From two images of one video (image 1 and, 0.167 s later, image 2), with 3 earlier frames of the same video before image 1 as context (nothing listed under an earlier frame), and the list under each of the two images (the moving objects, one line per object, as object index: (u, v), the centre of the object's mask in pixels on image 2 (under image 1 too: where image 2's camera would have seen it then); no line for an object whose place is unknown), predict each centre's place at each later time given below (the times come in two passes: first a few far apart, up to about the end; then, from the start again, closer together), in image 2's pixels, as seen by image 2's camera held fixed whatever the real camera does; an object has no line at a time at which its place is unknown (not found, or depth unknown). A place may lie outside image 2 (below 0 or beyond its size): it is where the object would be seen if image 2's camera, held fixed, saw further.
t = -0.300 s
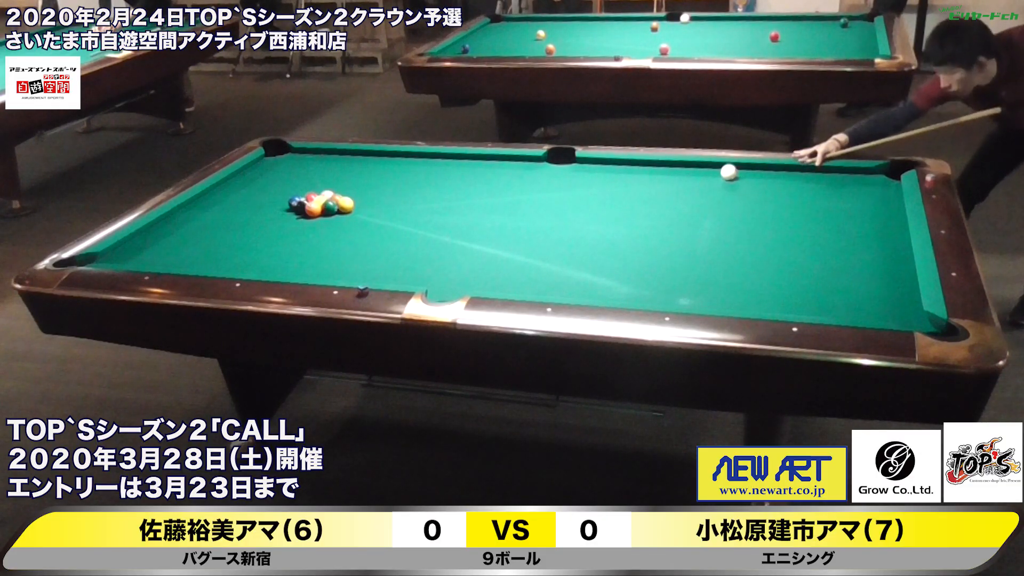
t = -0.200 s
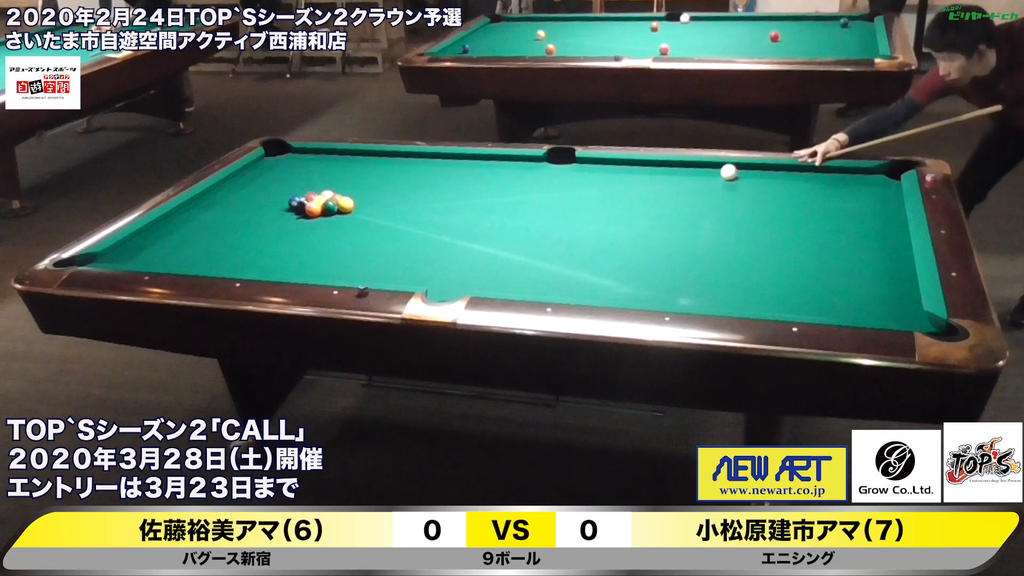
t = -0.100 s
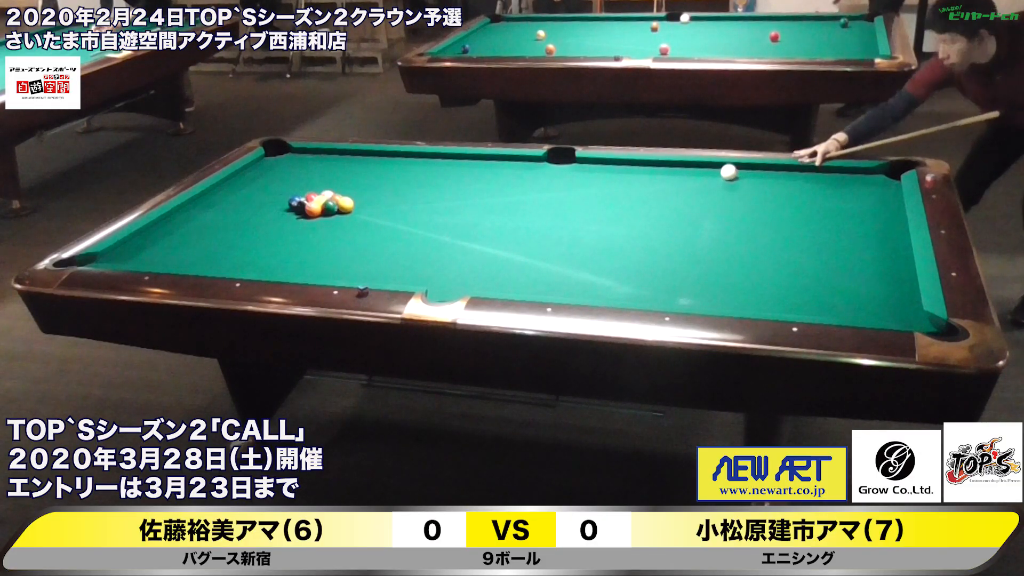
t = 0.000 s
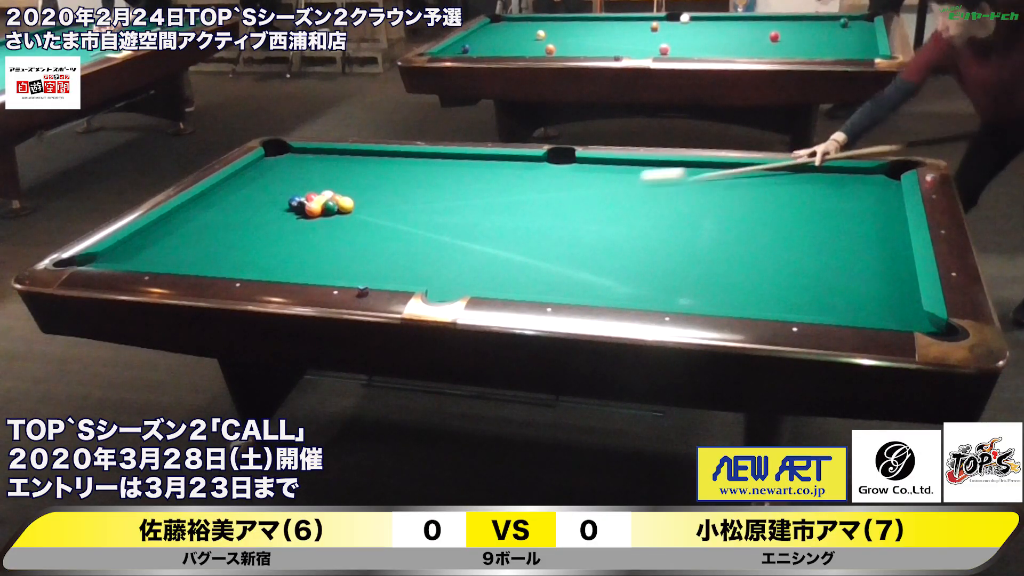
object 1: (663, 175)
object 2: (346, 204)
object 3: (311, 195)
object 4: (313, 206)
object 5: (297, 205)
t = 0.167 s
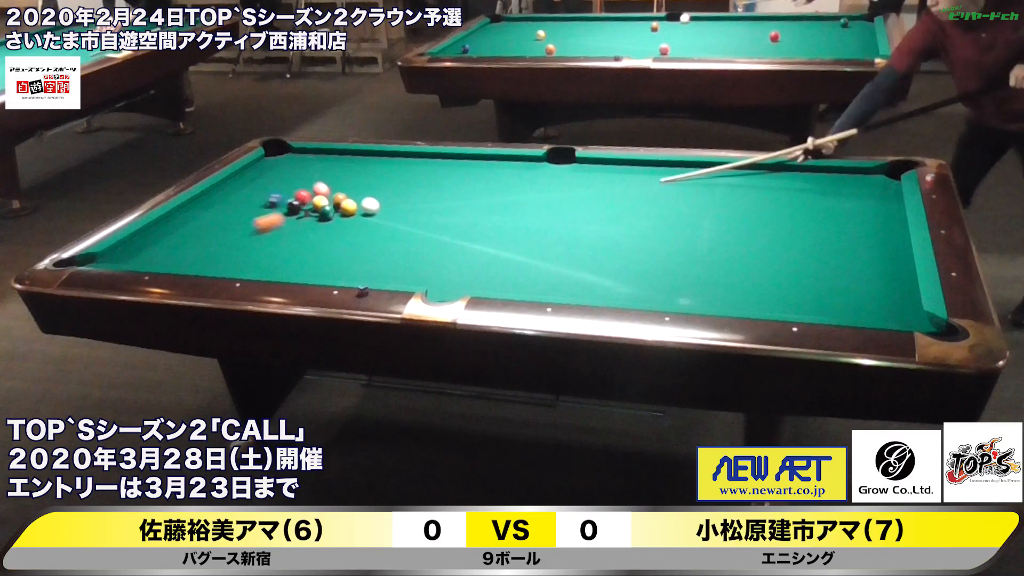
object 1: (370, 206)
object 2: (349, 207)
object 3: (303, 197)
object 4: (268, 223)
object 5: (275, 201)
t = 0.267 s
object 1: (395, 215)
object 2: (357, 213)
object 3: (280, 189)
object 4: (136, 260)
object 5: (219, 192)
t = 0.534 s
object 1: (444, 236)
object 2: (378, 228)
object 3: (241, 174)
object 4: (215, 201)
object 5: (297, 188)
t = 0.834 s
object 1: (498, 259)
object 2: (404, 245)
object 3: (292, 166)
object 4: (315, 165)
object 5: (369, 187)
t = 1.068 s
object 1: (545, 279)
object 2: (424, 260)
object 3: (329, 159)
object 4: (362, 161)
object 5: (393, 187)
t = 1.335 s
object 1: (603, 293)
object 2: (450, 277)
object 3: (368, 154)
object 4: (398, 181)
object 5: (421, 187)
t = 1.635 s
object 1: (664, 289)
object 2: (461, 286)
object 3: (390, 159)
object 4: (443, 205)
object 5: (449, 186)
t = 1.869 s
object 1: (709, 285)
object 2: (446, 279)
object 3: (408, 163)
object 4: (483, 226)
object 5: (471, 186)
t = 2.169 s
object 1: (765, 278)
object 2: (428, 270)
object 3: (431, 169)
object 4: (541, 257)
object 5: (497, 185)
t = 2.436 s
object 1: (812, 273)
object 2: (415, 263)
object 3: (451, 174)
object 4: (601, 288)
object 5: (519, 184)
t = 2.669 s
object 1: (850, 269)
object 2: (404, 258)
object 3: (468, 178)
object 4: (653, 294)
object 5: (537, 184)
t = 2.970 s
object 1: (897, 264)
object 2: (392, 251)
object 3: (489, 183)
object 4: (710, 285)
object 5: (558, 184)
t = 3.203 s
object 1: (889, 258)
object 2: (384, 247)
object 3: (506, 188)
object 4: (752, 277)
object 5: (574, 183)
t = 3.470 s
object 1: (869, 252)
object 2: (375, 243)
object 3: (524, 192)
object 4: (796, 269)
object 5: (590, 183)
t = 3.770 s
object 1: (849, 244)
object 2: (366, 239)
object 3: (543, 197)
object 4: (842, 260)
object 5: (606, 183)
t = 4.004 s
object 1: (835, 240)
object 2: (360, 236)
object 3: (558, 201)
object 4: (876, 254)
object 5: (617, 183)
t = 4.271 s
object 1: (821, 236)
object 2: (355, 233)
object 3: (574, 205)
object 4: (898, 247)
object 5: (628, 183)
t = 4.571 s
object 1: (807, 231)
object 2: (350, 230)
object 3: (591, 210)
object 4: (878, 240)
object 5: (639, 183)
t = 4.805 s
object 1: (798, 228)
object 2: (346, 229)
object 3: (603, 213)
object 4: (864, 236)
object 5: (646, 182)
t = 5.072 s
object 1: (789, 225)
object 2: (343, 227)
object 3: (616, 217)
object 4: (850, 231)
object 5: (653, 182)
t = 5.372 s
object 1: (780, 222)
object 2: (340, 226)
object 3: (629, 220)
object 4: (836, 226)
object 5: (658, 183)
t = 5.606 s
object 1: (775, 220)
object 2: (339, 225)
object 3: (638, 223)
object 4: (827, 227)
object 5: (661, 183)
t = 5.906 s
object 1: (770, 218)
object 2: (338, 225)
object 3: (648, 226)
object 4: (818, 227)
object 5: (663, 182)
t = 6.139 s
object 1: (767, 217)
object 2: (338, 225)
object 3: (655, 228)
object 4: (812, 227)
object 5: (663, 182)
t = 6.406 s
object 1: (764, 216)
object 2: (338, 225)
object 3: (661, 230)
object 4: (807, 227)
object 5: (663, 182)
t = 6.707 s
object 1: (763, 216)
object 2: (338, 225)
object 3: (667, 232)
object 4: (804, 227)
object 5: (664, 182)
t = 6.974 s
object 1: (763, 216)
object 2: (338, 225)
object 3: (670, 233)
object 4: (803, 226)
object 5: (664, 182)
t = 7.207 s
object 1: (763, 216)
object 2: (337, 225)
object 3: (673, 233)
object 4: (803, 226)
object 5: (664, 182)
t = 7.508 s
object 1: (763, 216)
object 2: (337, 225)
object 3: (674, 233)
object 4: (803, 226)
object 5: (664, 182)
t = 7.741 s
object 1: (763, 216)
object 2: (337, 225)
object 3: (674, 233)
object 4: (803, 226)
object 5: (664, 182)
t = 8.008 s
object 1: (763, 216)
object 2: (337, 225)
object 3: (674, 233)
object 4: (803, 226)
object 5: (664, 182)
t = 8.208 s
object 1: (763, 216)
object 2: (337, 225)
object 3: (674, 233)
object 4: (803, 226)
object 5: (664, 182)
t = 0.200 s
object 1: (379, 210)
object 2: (352, 209)
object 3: (295, 195)
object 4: (225, 236)
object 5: (255, 198)
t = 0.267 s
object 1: (395, 215)
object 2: (357, 213)
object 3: (280, 189)
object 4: (136, 260)
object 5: (219, 192)
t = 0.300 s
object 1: (402, 218)
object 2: (360, 214)
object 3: (273, 187)
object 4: (135, 255)
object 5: (212, 191)
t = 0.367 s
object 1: (415, 223)
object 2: (365, 218)
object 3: (262, 183)
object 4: (146, 235)
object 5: (241, 191)
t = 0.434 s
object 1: (427, 228)
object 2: (370, 222)
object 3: (250, 179)
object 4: (170, 219)
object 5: (263, 190)
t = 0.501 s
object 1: (438, 233)
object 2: (376, 226)
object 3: (240, 175)
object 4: (201, 208)
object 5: (285, 190)
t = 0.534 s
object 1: (444, 236)
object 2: (378, 228)
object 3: (241, 174)
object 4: (215, 201)
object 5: (297, 188)
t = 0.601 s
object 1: (455, 241)
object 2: (384, 232)
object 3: (254, 172)
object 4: (240, 193)
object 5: (320, 187)
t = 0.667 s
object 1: (467, 246)
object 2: (389, 235)
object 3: (265, 169)
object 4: (262, 184)
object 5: (342, 187)
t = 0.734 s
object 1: (479, 251)
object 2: (395, 240)
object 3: (276, 167)
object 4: (284, 176)
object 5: (362, 187)
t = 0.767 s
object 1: (485, 254)
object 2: (398, 242)
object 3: (281, 167)
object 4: (295, 172)
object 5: (363, 187)
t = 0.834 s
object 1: (498, 259)
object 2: (404, 245)
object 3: (292, 166)
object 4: (315, 165)
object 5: (369, 187)
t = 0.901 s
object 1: (511, 265)
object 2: (410, 249)
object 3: (303, 164)
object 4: (335, 158)
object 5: (376, 187)
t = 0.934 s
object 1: (518, 268)
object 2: (412, 252)
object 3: (308, 163)
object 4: (344, 155)
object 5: (380, 188)
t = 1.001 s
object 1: (531, 273)
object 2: (418, 256)
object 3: (318, 161)
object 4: (355, 156)
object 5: (387, 187)
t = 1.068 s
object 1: (545, 279)
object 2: (424, 260)
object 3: (329, 159)
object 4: (362, 161)
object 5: (393, 187)
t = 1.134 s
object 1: (559, 285)
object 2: (431, 264)
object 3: (339, 157)
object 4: (371, 167)
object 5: (400, 187)
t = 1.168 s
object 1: (566, 287)
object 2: (434, 266)
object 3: (344, 157)
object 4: (375, 169)
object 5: (404, 186)
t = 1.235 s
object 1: (581, 291)
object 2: (440, 271)
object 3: (353, 156)
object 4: (384, 174)
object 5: (410, 187)
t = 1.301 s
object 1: (596, 293)
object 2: (446, 275)
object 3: (363, 154)
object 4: (393, 178)
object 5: (417, 187)
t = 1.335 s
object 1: (603, 293)
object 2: (450, 277)
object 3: (368, 154)
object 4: (398, 181)
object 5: (421, 187)
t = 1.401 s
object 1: (617, 293)
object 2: (456, 282)
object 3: (373, 155)
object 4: (408, 186)
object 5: (427, 187)
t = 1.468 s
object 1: (631, 292)
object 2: (462, 286)
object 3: (378, 156)
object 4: (418, 191)
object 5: (434, 187)
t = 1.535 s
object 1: (644, 291)
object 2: (467, 287)
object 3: (383, 157)
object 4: (427, 196)
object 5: (440, 185)
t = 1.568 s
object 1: (651, 291)
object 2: (465, 286)
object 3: (385, 158)
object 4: (432, 199)
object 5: (443, 185)
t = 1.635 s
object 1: (664, 289)
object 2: (461, 286)
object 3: (390, 159)
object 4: (443, 205)
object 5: (449, 186)
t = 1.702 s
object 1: (677, 288)
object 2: (456, 284)
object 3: (395, 160)
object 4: (454, 210)
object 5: (455, 186)
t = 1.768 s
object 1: (690, 286)
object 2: (452, 282)
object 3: (401, 162)
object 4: (465, 216)
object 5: (462, 186)
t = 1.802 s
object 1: (696, 286)
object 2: (450, 281)
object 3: (403, 162)
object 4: (471, 220)
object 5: (465, 186)
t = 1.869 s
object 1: (709, 285)
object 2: (446, 279)
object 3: (408, 163)
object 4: (483, 226)
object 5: (471, 186)
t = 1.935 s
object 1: (722, 283)
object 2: (442, 276)
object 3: (413, 165)
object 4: (495, 232)
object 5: (477, 185)
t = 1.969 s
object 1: (728, 282)
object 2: (440, 276)
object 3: (416, 165)
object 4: (502, 235)
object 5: (480, 185)
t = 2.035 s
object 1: (741, 281)
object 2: (436, 274)
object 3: (421, 166)
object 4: (514, 242)
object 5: (486, 185)
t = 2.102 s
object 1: (753, 280)
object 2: (432, 272)
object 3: (426, 168)
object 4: (528, 249)
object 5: (491, 185)
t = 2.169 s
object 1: (765, 278)
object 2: (428, 270)
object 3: (431, 169)
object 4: (541, 257)
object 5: (497, 185)
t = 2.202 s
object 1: (771, 278)
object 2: (426, 269)
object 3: (433, 170)
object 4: (548, 260)
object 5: (500, 185)
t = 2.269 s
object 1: (783, 277)
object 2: (423, 267)
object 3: (438, 171)
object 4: (563, 268)
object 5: (506, 184)
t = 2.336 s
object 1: (794, 275)
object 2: (420, 265)
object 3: (443, 172)
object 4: (578, 275)
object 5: (511, 184)
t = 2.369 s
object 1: (800, 275)
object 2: (418, 264)
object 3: (446, 173)
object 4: (585, 280)
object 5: (514, 185)
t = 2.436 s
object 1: (812, 273)
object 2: (415, 263)
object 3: (451, 174)
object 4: (601, 288)
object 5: (519, 184)
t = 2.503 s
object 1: (823, 272)
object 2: (412, 261)
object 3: (455, 175)
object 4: (617, 294)
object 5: (524, 184)
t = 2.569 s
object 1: (834, 271)
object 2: (409, 260)
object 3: (460, 176)
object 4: (633, 296)
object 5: (530, 184)
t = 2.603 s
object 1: (839, 270)
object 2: (407, 259)
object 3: (463, 177)
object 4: (639, 295)
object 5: (532, 184)
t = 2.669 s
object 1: (850, 269)
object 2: (404, 258)
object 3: (468, 178)
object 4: (653, 294)
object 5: (537, 184)
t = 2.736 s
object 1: (861, 268)
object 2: (401, 256)
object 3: (472, 180)
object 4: (665, 293)
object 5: (542, 184)
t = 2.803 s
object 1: (871, 267)
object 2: (399, 254)
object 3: (477, 181)
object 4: (679, 290)
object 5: (546, 184)
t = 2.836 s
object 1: (876, 266)
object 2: (397, 254)
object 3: (480, 181)
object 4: (685, 289)
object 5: (549, 184)
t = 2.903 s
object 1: (887, 265)
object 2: (395, 253)
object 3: (484, 182)
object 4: (697, 287)
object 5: (554, 183)
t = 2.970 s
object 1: (897, 264)
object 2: (392, 251)
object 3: (489, 183)
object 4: (710, 285)
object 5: (558, 184)
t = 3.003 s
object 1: (902, 264)
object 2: (391, 251)
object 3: (491, 184)
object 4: (716, 284)
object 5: (560, 184)
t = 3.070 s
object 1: (901, 262)
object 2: (388, 249)
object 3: (496, 185)
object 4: (728, 281)
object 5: (565, 183)
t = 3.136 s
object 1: (895, 260)
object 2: (386, 248)
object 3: (501, 186)
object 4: (740, 279)
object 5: (569, 183)
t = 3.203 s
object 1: (889, 258)
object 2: (384, 247)
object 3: (506, 188)
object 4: (752, 277)
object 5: (574, 183)
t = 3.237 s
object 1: (887, 257)
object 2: (383, 246)
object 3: (508, 188)
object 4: (757, 275)
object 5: (576, 183)
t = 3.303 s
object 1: (882, 256)
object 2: (381, 245)
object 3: (512, 189)
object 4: (769, 273)
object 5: (580, 183)
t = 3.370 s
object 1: (877, 254)
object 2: (379, 244)
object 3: (517, 190)
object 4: (779, 272)
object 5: (584, 183)
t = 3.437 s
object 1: (872, 252)
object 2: (376, 243)
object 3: (521, 192)
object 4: (790, 269)
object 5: (588, 183)
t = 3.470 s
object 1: (869, 252)
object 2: (375, 243)
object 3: (524, 192)
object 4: (796, 269)
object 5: (590, 183)
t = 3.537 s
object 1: (865, 250)
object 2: (373, 242)
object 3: (528, 193)
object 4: (806, 267)
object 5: (593, 183)
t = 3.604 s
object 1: (860, 249)
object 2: (371, 241)
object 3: (533, 195)
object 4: (817, 265)
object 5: (597, 183)
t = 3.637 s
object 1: (858, 248)
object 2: (370, 240)
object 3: (535, 195)
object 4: (822, 264)
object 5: (599, 183)
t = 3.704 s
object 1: (853, 246)
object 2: (368, 239)
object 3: (539, 196)
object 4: (832, 262)
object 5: (603, 183)
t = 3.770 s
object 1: (849, 244)
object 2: (366, 239)
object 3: (543, 197)
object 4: (842, 260)
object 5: (606, 183)
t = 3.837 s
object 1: (844, 242)
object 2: (365, 238)
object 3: (548, 198)
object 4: (852, 258)
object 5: (610, 183)
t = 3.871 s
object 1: (842, 243)
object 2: (364, 237)
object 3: (550, 199)
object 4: (857, 257)
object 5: (611, 183)
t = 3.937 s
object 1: (839, 241)
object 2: (362, 236)
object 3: (554, 200)
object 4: (866, 255)
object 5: (614, 183)
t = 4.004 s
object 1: (835, 240)
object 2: (360, 236)
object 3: (558, 201)
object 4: (876, 254)
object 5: (617, 183)
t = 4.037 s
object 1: (834, 240)
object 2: (360, 235)
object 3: (560, 201)
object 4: (881, 253)
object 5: (619, 183)
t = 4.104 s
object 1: (830, 239)
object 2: (358, 234)
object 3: (564, 202)
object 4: (890, 251)
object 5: (621, 183)
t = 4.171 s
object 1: (826, 237)
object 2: (357, 234)
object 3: (568, 204)
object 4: (899, 249)
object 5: (624, 182)
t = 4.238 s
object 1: (823, 236)
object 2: (355, 233)
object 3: (572, 205)
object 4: (900, 248)
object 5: (627, 182)
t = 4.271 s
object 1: (821, 236)
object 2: (355, 233)
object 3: (574, 205)
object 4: (898, 247)
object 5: (628, 183)
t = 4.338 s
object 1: (818, 234)
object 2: (354, 232)
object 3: (578, 206)
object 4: (893, 245)
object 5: (631, 183)
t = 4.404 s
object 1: (815, 233)
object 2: (352, 232)
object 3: (582, 207)
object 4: (889, 244)
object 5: (633, 183)
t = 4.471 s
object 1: (812, 232)
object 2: (351, 231)
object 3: (585, 208)
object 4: (884, 242)
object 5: (636, 183)
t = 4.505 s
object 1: (810, 232)
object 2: (351, 231)
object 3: (587, 209)
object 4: (882, 242)
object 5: (637, 183)
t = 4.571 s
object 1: (807, 231)
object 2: (350, 230)
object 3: (591, 210)
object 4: (878, 240)
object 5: (639, 183)
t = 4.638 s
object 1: (804, 230)
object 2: (349, 230)
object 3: (594, 211)
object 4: (874, 239)
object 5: (642, 183)
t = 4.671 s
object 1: (803, 229)
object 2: (348, 229)
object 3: (596, 211)
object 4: (872, 238)
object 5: (642, 183)
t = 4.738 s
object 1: (800, 229)
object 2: (347, 229)
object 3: (600, 212)
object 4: (868, 237)
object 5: (644, 183)
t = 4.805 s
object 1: (798, 228)
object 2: (346, 229)
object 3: (603, 213)
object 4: (864, 236)
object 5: (646, 182)
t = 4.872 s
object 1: (796, 227)
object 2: (345, 228)
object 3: (606, 214)
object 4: (860, 235)
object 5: (648, 182)
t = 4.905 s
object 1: (794, 226)
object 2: (345, 228)
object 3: (608, 214)
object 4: (859, 234)
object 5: (649, 182)
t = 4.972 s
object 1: (792, 226)
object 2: (344, 228)
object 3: (611, 216)
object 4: (855, 233)
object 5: (651, 182)
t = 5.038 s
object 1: (790, 225)
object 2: (343, 227)
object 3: (614, 216)
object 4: (851, 232)
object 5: (652, 182)
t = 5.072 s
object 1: (789, 225)
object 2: (343, 227)
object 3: (616, 217)
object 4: (850, 231)
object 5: (653, 182)
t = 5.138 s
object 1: (787, 224)
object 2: (342, 227)
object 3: (619, 218)
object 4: (847, 230)
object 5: (654, 182)
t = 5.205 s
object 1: (785, 223)
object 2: (342, 227)
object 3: (622, 218)
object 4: (843, 229)
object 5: (655, 183)
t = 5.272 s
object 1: (783, 223)
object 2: (341, 226)
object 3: (625, 219)
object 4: (841, 228)
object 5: (657, 183)
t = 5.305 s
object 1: (782, 222)
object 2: (341, 226)
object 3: (626, 220)
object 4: (839, 227)
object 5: (657, 183)
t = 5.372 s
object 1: (780, 222)
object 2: (340, 226)
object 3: (629, 220)
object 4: (836, 226)
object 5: (658, 183)
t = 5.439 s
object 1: (779, 221)
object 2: (340, 226)
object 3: (632, 221)
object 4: (834, 226)
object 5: (659, 183)
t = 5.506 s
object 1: (777, 221)
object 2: (340, 226)
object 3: (634, 222)
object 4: (831, 226)
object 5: (660, 183)
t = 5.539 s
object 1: (776, 220)
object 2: (339, 226)
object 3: (636, 222)
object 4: (830, 226)
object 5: (660, 183)
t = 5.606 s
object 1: (775, 220)
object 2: (339, 225)
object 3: (638, 223)
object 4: (827, 227)
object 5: (661, 183)
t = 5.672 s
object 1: (774, 219)
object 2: (339, 225)
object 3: (640, 224)
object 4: (825, 227)
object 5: (661, 183)
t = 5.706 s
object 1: (773, 219)
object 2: (339, 225)
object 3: (642, 224)
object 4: (824, 227)
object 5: (662, 183)
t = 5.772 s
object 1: (772, 219)
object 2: (338, 225)
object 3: (644, 225)
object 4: (821, 227)
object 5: (662, 182)
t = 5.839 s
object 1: (771, 218)
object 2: (338, 225)
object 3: (646, 225)
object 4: (819, 226)
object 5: (662, 182)
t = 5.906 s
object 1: (770, 218)
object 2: (338, 225)
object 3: (648, 226)
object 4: (818, 227)
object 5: (663, 182)
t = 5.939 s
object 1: (769, 218)
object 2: (338, 225)
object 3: (649, 226)
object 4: (817, 227)
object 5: (663, 182)
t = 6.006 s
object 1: (768, 217)
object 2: (338, 225)
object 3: (651, 227)
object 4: (815, 227)
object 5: (663, 182)
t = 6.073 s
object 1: (768, 217)
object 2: (338, 225)
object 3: (653, 227)
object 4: (814, 226)
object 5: (663, 182)
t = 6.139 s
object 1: (767, 217)
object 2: (338, 225)
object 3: (655, 228)
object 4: (812, 227)
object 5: (663, 182)
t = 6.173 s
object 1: (766, 217)
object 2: (338, 225)
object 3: (656, 228)
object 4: (812, 226)
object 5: (663, 182)
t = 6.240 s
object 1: (766, 217)
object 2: (338, 225)
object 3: (657, 229)
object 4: (810, 226)
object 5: (663, 182)
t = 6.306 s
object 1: (765, 216)
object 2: (338, 225)
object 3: (659, 229)
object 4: (809, 227)
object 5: (663, 182)
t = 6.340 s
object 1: (765, 216)
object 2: (338, 225)
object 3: (660, 229)
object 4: (809, 227)
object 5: (663, 182)
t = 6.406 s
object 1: (764, 216)
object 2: (338, 225)
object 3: (661, 230)
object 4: (807, 227)
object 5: (663, 182)
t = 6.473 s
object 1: (764, 216)
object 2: (338, 225)
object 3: (663, 230)
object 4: (806, 227)
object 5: (663, 182)
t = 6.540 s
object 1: (763, 216)
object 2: (338, 225)
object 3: (664, 231)
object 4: (806, 227)
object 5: (664, 182)
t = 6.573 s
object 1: (763, 216)
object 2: (338, 225)
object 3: (664, 231)
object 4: (805, 227)
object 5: (664, 182)
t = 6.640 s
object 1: (763, 216)
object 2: (338, 225)
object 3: (666, 231)
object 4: (804, 227)
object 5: (664, 182)
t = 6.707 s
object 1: (763, 216)
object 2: (338, 225)
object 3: (667, 232)
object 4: (804, 227)
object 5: (664, 182)
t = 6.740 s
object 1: (763, 216)
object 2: (338, 225)
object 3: (667, 232)
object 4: (804, 227)
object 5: (664, 182)
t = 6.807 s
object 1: (763, 216)
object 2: (338, 225)
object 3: (668, 232)
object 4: (803, 227)
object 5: (664, 182)
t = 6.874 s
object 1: (763, 216)
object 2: (338, 225)
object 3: (669, 232)
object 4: (803, 226)
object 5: (664, 182)
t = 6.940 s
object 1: (763, 216)
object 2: (338, 225)
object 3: (670, 232)
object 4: (803, 226)
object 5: (664, 182)
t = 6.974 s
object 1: (763, 216)
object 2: (338, 225)
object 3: (670, 233)
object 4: (803, 226)
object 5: (664, 182)
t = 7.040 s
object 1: (763, 216)
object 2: (338, 225)
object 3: (671, 233)
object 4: (803, 226)
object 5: (664, 182)
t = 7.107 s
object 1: (763, 216)
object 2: (338, 225)
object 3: (672, 233)
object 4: (803, 226)
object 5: (664, 182)
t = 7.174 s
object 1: (763, 216)
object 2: (338, 225)
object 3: (673, 233)
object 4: (803, 226)
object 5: (664, 182)
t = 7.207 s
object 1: (763, 216)
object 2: (337, 225)
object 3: (673, 233)
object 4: (803, 226)
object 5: (664, 182)
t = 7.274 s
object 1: (762, 216)
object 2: (337, 225)
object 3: (673, 233)
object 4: (803, 226)
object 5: (664, 182)
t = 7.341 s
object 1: (763, 216)
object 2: (337, 225)
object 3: (673, 233)
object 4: (803, 226)
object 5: (664, 182)
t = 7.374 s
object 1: (763, 216)
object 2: (337, 225)
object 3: (674, 233)
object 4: (803, 226)
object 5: (664, 182)
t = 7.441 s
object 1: (763, 216)
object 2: (338, 225)
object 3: (674, 233)
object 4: (803, 226)
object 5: (664, 182)
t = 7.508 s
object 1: (763, 216)
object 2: (337, 225)
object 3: (674, 233)
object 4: (803, 226)
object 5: (664, 182)
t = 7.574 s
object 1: (763, 216)
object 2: (337, 225)
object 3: (674, 233)
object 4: (803, 226)
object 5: (664, 182)
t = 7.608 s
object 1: (763, 216)
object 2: (337, 225)
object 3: (674, 233)
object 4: (803, 226)
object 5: (664, 182)
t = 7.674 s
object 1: (763, 216)
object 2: (337, 225)
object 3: (674, 233)
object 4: (803, 226)
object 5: (664, 182)
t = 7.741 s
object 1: (763, 216)
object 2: (337, 225)
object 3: (674, 233)
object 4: (803, 226)
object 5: (664, 182)
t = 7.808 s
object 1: (763, 216)
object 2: (337, 225)
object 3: (674, 233)
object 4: (803, 226)
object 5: (664, 182)
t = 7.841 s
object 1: (763, 216)
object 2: (337, 225)
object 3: (674, 233)
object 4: (803, 226)
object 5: (664, 182)
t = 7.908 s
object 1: (763, 216)
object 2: (337, 225)
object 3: (674, 233)
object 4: (803, 226)
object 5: (664, 182)
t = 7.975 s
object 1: (763, 216)
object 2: (337, 225)
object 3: (674, 233)
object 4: (803, 226)
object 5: (664, 182)
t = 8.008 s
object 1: (763, 216)
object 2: (337, 225)
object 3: (674, 233)
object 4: (803, 226)
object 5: (664, 182)
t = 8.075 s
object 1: (763, 216)
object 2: (337, 225)
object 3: (674, 233)
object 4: (803, 226)
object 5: (664, 182)
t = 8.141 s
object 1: (763, 216)
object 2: (337, 225)
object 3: (674, 233)
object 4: (803, 226)
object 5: (664, 182)
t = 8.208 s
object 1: (763, 216)
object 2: (337, 225)
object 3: (674, 233)
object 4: (803, 226)
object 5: (664, 182)
